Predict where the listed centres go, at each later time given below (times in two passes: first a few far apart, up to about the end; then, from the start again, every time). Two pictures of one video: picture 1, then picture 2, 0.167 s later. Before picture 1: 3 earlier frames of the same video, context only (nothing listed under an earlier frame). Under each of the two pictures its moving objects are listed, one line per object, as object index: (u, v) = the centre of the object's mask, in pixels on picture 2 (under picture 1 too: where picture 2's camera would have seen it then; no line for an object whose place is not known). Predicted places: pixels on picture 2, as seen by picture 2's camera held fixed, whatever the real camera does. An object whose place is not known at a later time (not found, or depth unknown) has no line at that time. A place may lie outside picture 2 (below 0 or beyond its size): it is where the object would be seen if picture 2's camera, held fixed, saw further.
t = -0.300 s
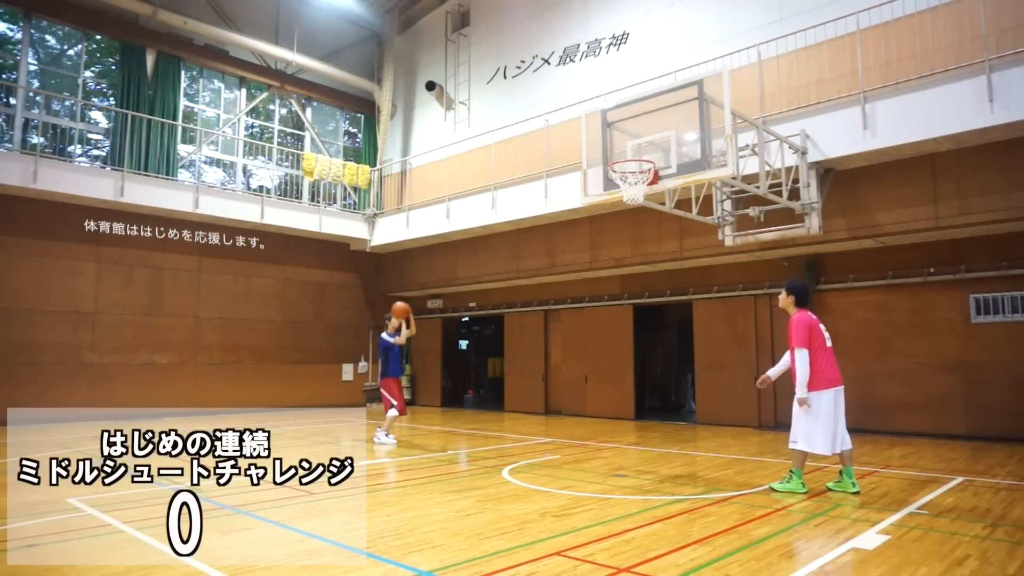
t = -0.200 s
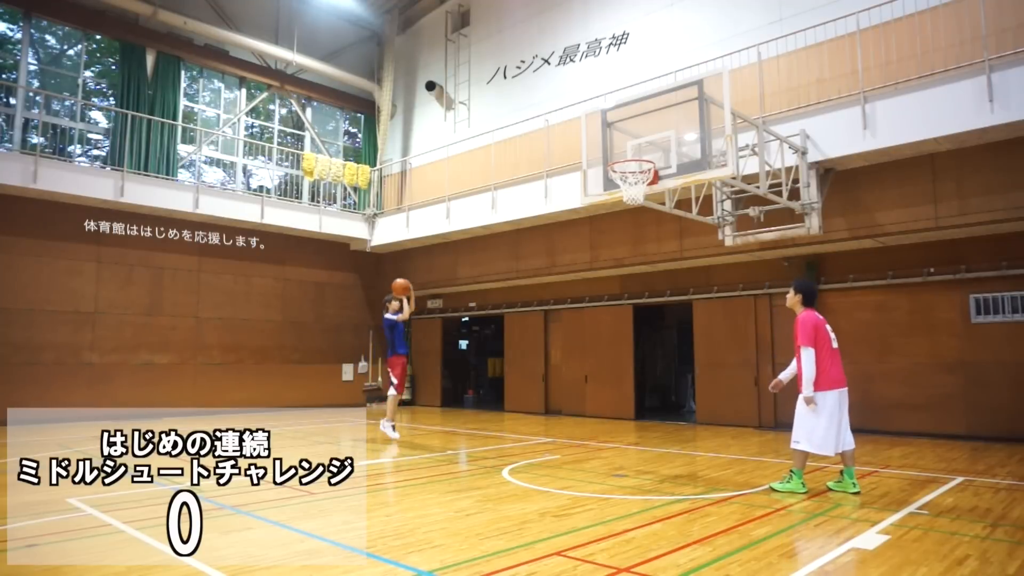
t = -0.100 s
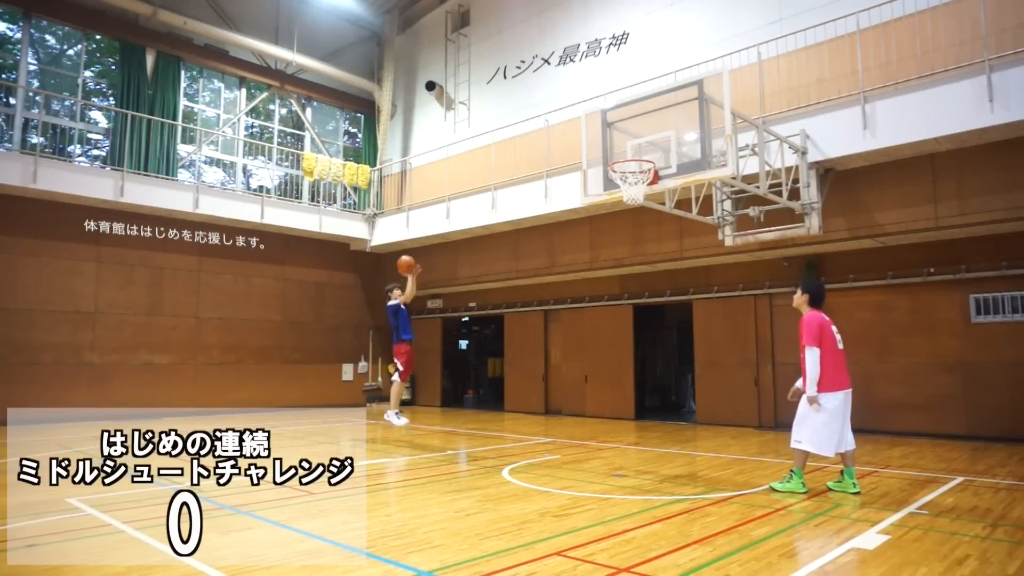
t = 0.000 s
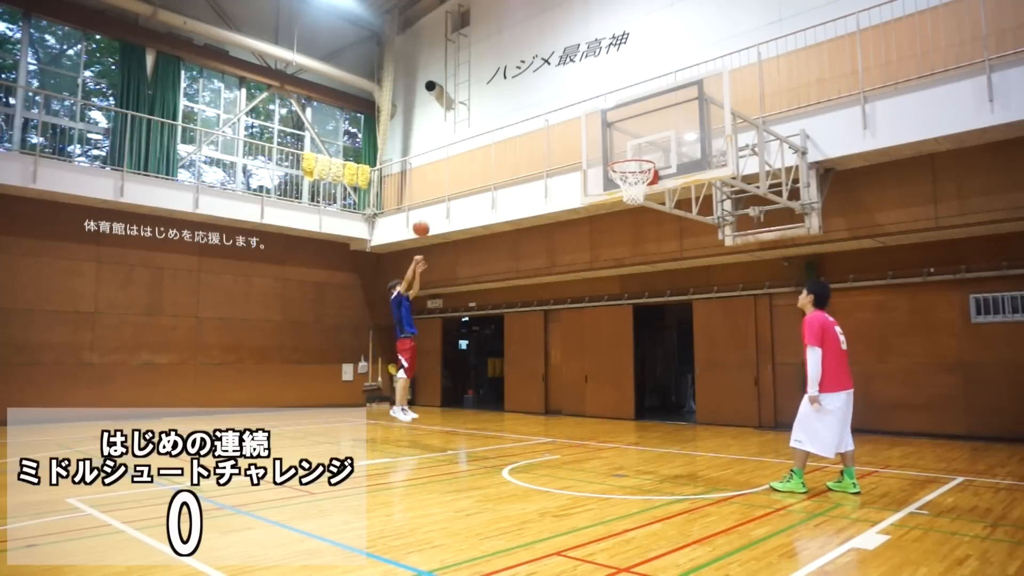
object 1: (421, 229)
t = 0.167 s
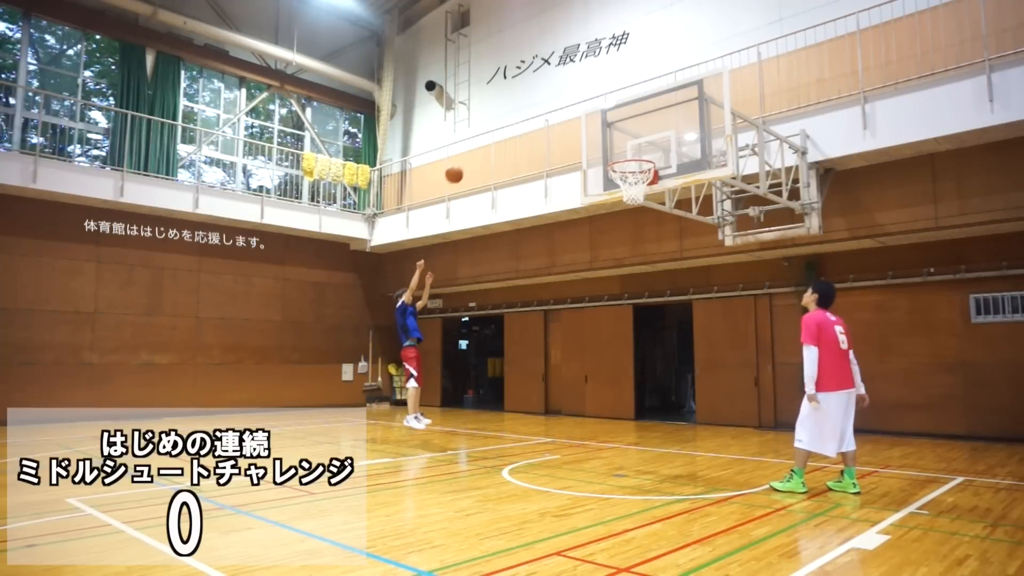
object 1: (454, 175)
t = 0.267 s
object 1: (475, 149)
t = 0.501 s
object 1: (528, 116)
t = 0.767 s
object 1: (599, 131)
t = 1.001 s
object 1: (627, 199)
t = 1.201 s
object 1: (604, 262)
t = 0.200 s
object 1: (461, 165)
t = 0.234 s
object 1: (468, 157)
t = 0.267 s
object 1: (475, 149)
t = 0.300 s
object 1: (482, 142)
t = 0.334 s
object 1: (490, 136)
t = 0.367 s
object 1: (497, 131)
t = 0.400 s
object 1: (505, 126)
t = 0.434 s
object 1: (513, 122)
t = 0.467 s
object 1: (520, 119)
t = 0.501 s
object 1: (528, 116)
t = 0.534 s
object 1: (537, 115)
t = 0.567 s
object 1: (545, 114)
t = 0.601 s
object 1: (554, 115)
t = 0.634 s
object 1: (563, 116)
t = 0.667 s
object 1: (571, 118)
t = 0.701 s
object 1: (581, 121)
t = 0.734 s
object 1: (590, 125)
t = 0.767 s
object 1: (599, 131)
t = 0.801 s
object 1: (609, 137)
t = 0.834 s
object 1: (619, 145)
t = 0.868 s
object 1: (629, 152)
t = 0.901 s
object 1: (641, 164)
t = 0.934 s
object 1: (638, 173)
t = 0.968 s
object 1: (632, 190)
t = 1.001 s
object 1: (627, 199)
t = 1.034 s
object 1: (623, 206)
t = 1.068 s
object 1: (619, 215)
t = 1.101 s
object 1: (615, 226)
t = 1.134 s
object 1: (611, 237)
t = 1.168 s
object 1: (607, 250)
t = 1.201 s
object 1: (604, 262)
